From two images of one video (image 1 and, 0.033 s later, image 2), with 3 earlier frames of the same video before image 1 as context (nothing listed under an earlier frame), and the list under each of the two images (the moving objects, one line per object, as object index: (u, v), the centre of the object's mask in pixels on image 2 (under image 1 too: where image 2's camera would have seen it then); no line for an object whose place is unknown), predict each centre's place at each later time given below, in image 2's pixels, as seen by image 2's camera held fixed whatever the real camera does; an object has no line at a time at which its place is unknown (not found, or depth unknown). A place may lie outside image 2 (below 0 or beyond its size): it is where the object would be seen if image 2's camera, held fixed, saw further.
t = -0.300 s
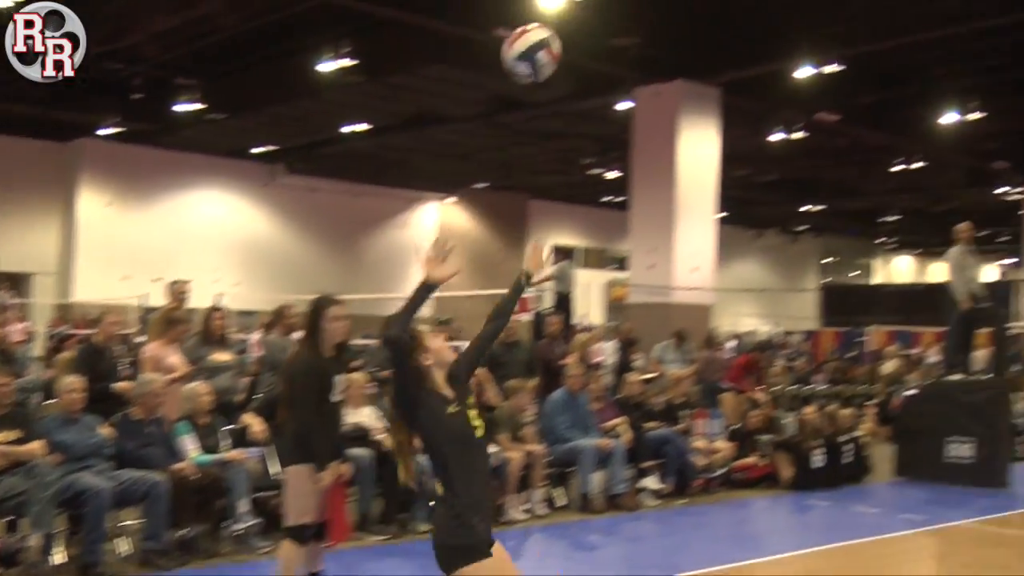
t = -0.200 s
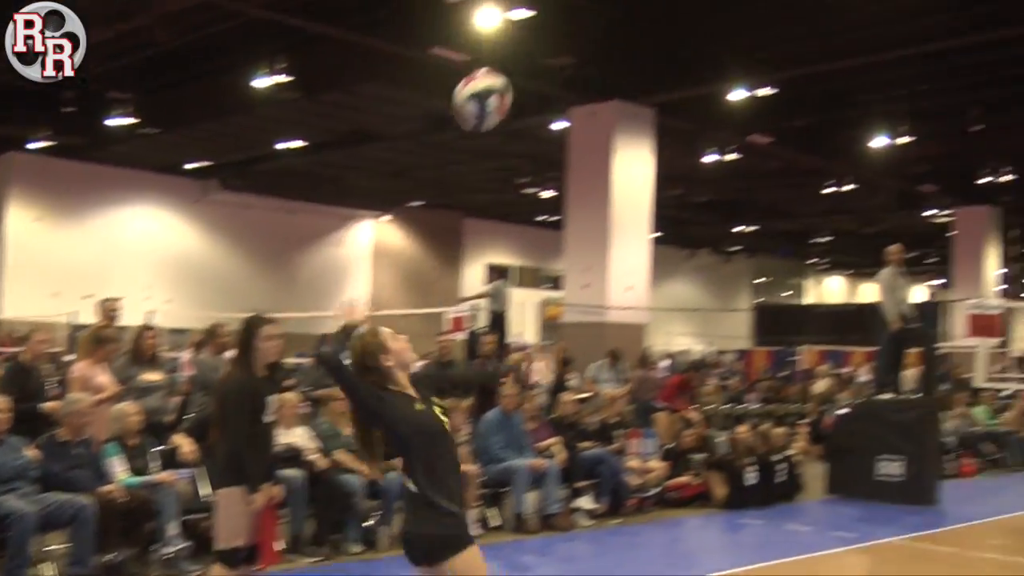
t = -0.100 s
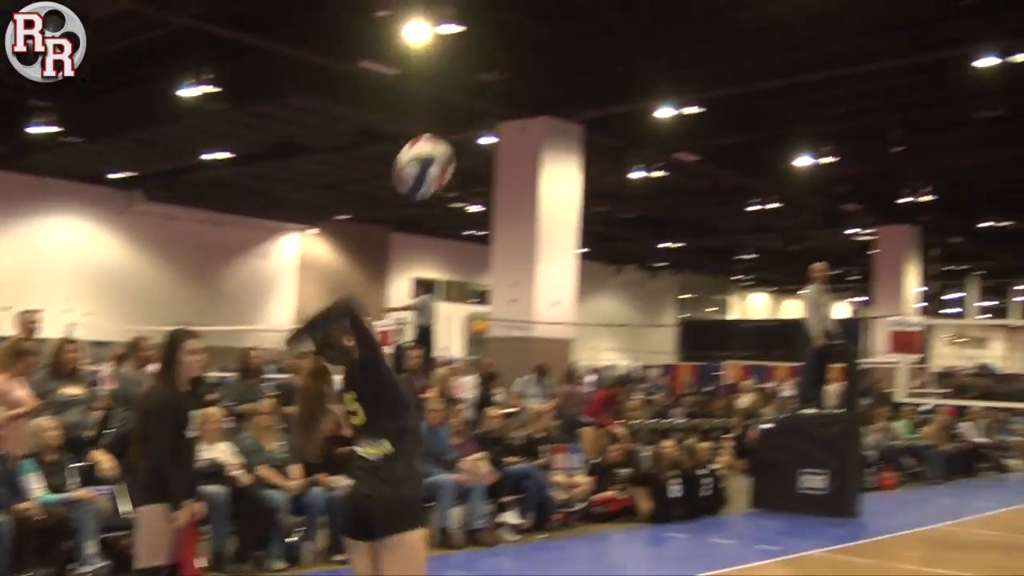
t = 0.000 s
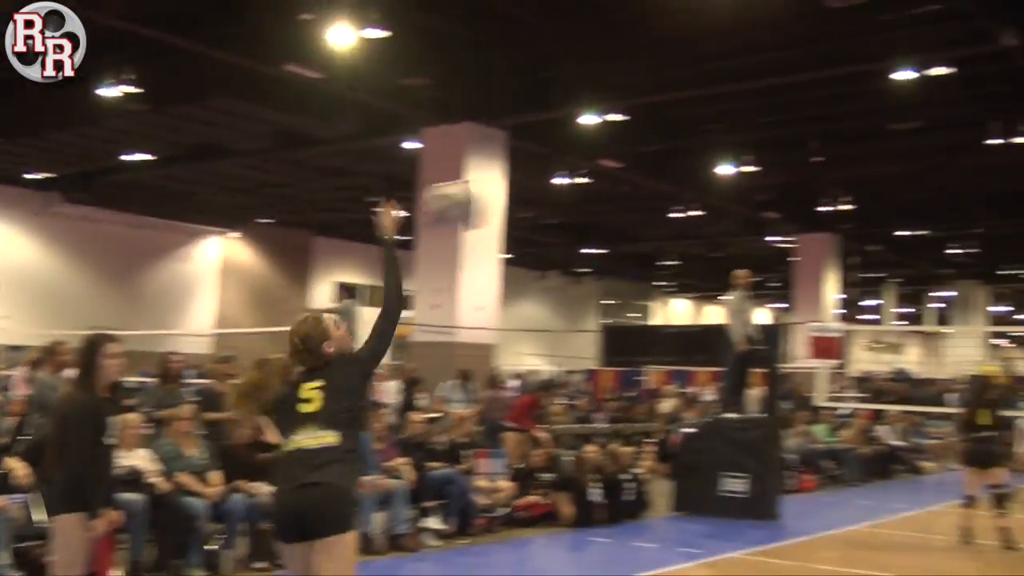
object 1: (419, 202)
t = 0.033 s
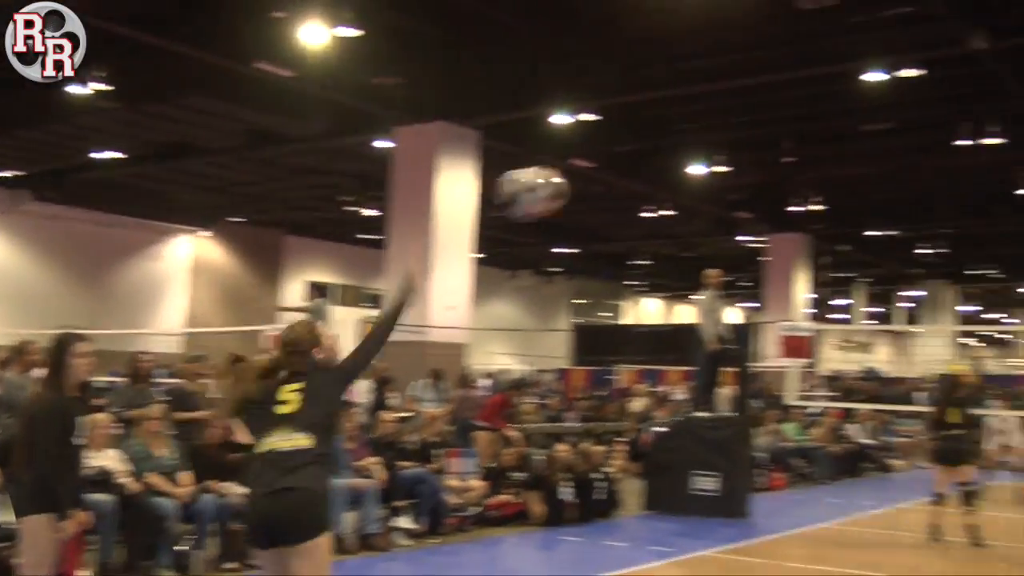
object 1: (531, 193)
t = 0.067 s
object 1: (619, 182)
